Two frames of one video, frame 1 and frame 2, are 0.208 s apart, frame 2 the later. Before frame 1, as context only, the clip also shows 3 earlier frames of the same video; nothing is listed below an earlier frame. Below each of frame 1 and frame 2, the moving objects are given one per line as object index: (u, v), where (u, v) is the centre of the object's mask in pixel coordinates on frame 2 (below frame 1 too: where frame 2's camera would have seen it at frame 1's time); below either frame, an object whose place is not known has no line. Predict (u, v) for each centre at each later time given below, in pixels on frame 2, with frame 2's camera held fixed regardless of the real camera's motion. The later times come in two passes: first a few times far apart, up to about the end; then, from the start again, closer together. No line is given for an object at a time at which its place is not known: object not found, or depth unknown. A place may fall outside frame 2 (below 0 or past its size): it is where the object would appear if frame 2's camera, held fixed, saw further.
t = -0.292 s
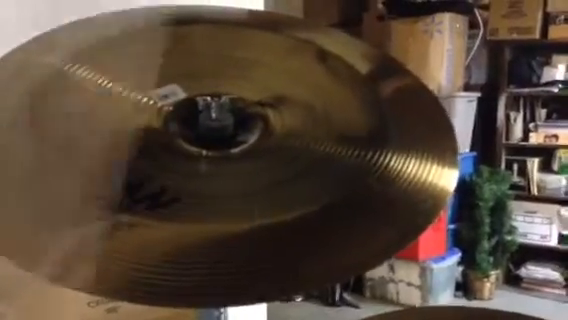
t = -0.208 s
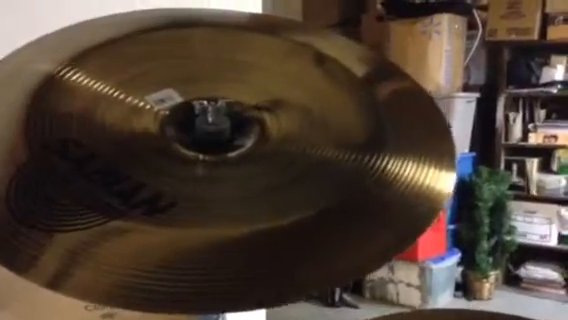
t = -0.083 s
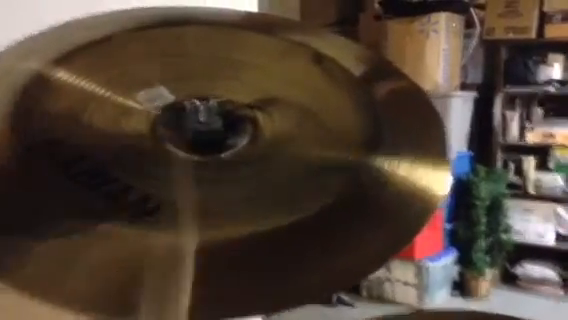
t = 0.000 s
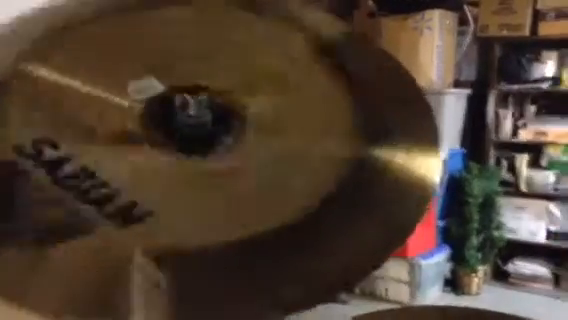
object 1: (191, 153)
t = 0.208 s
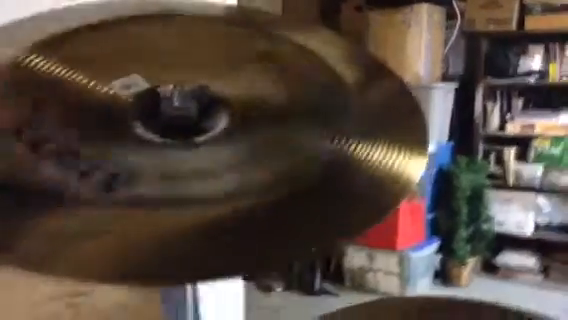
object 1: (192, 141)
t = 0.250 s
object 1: (193, 141)
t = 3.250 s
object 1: (182, 148)
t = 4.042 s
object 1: (184, 147)
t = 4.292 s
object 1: (183, 147)
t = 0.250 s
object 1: (193, 141)
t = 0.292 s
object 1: (193, 141)
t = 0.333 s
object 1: (192, 142)
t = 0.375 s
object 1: (191, 143)
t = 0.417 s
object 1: (189, 145)
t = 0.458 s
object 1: (189, 145)
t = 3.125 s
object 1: (180, 148)
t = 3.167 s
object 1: (181, 148)
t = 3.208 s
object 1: (182, 148)
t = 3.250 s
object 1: (182, 148)
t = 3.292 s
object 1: (182, 148)
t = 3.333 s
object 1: (182, 148)
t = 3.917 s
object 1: (182, 147)
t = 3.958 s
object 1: (182, 148)
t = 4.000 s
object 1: (184, 148)
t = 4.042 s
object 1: (184, 147)
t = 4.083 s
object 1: (186, 147)
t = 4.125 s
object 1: (185, 147)
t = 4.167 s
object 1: (185, 146)
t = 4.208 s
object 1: (185, 147)
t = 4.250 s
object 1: (184, 147)
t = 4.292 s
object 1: (183, 147)
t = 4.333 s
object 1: (185, 147)
